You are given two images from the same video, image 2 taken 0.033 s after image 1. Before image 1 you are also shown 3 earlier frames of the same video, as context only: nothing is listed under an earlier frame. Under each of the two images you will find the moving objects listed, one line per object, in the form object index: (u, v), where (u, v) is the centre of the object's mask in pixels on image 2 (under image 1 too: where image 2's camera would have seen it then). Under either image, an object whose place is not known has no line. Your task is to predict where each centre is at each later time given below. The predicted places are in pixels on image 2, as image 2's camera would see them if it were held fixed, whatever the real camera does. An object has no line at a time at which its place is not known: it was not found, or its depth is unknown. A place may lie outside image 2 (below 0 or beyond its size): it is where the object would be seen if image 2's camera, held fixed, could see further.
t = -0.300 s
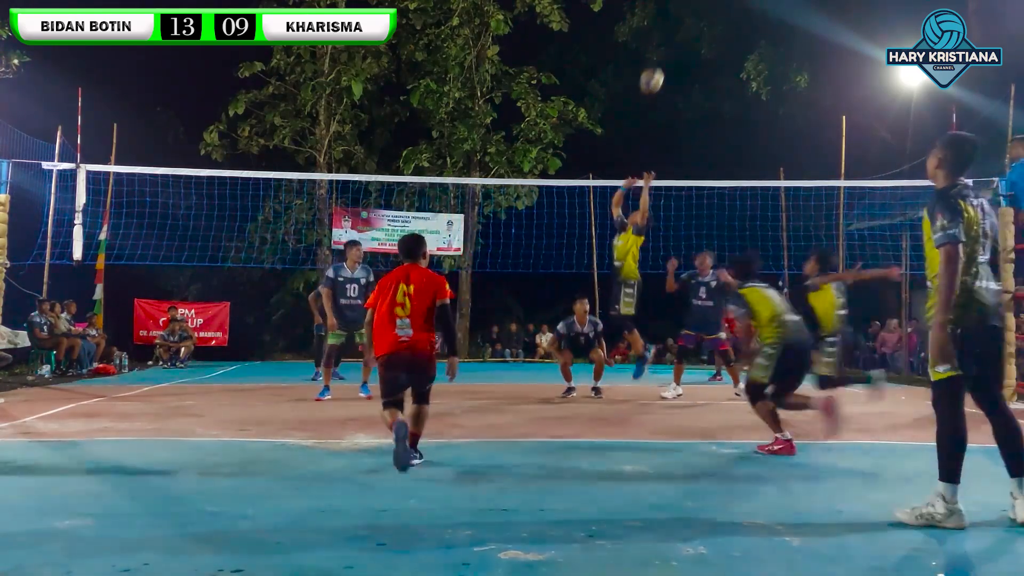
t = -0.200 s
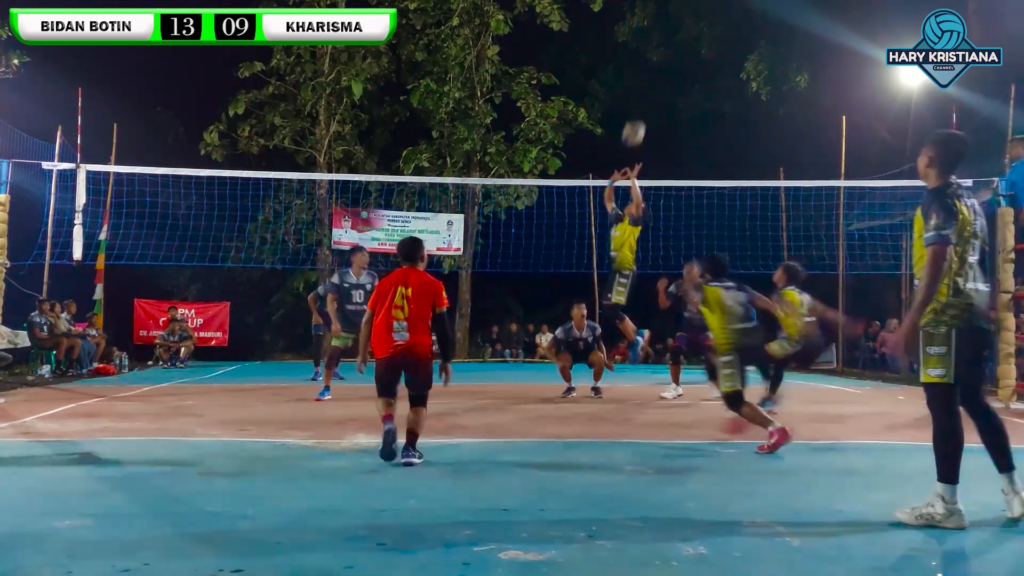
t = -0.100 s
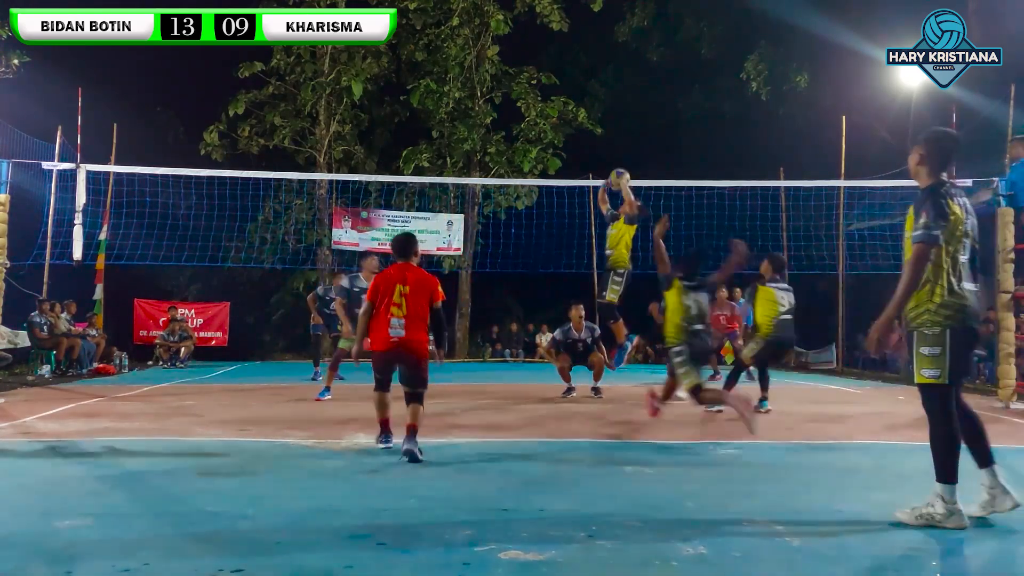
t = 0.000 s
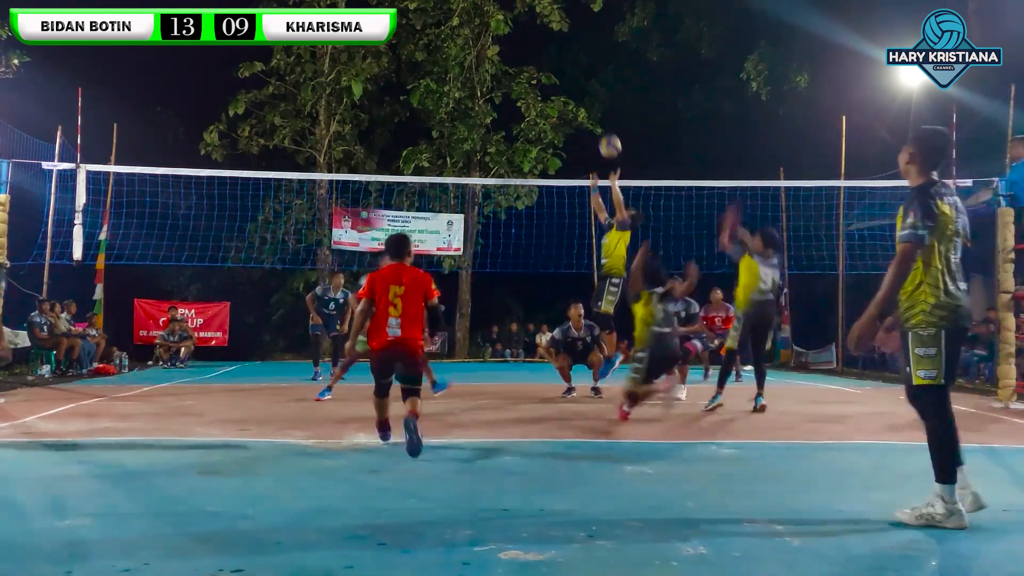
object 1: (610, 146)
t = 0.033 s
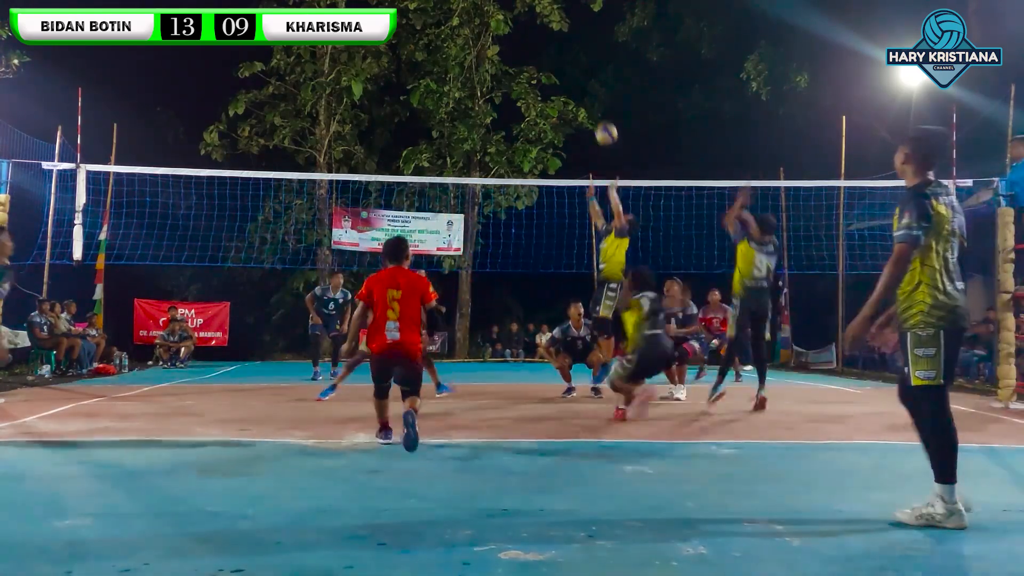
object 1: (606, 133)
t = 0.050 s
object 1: (604, 128)
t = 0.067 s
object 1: (602, 122)
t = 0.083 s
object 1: (600, 116)
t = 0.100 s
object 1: (598, 111)
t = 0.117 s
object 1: (596, 106)
